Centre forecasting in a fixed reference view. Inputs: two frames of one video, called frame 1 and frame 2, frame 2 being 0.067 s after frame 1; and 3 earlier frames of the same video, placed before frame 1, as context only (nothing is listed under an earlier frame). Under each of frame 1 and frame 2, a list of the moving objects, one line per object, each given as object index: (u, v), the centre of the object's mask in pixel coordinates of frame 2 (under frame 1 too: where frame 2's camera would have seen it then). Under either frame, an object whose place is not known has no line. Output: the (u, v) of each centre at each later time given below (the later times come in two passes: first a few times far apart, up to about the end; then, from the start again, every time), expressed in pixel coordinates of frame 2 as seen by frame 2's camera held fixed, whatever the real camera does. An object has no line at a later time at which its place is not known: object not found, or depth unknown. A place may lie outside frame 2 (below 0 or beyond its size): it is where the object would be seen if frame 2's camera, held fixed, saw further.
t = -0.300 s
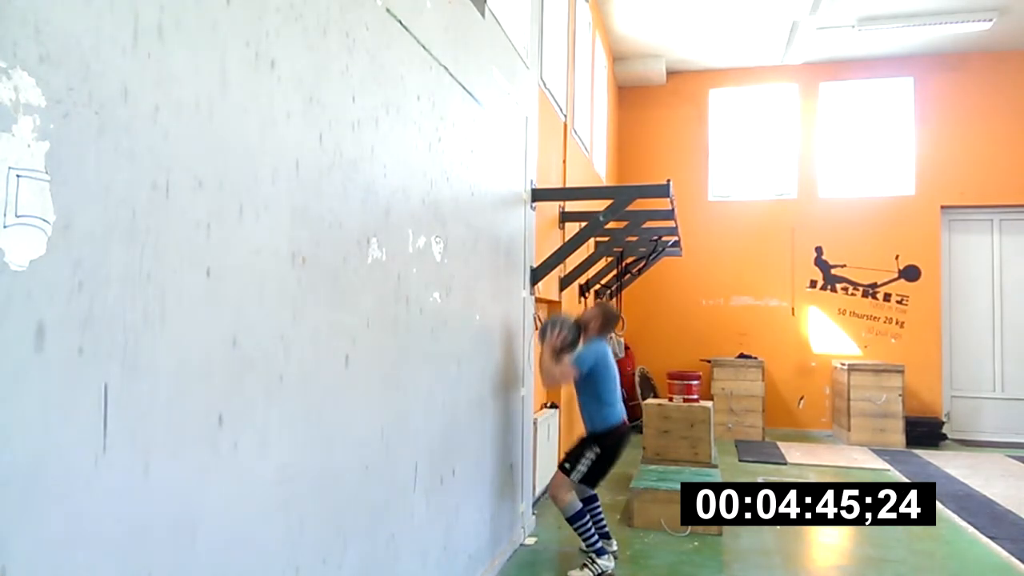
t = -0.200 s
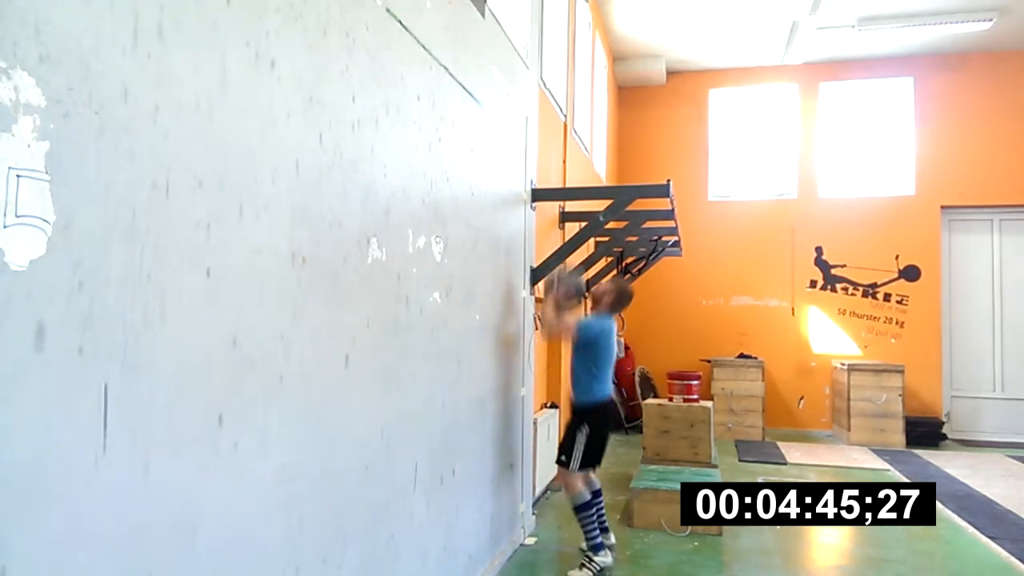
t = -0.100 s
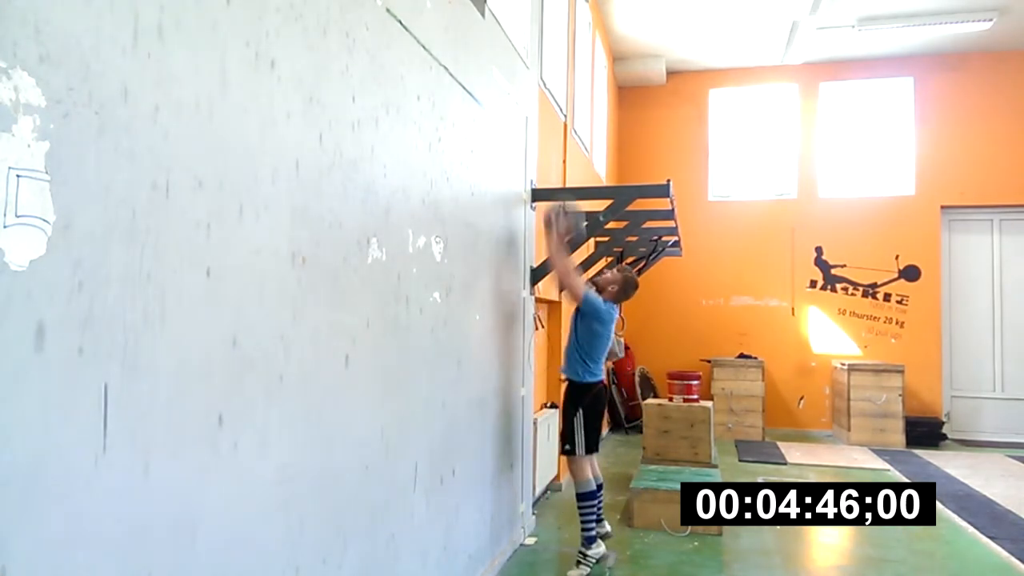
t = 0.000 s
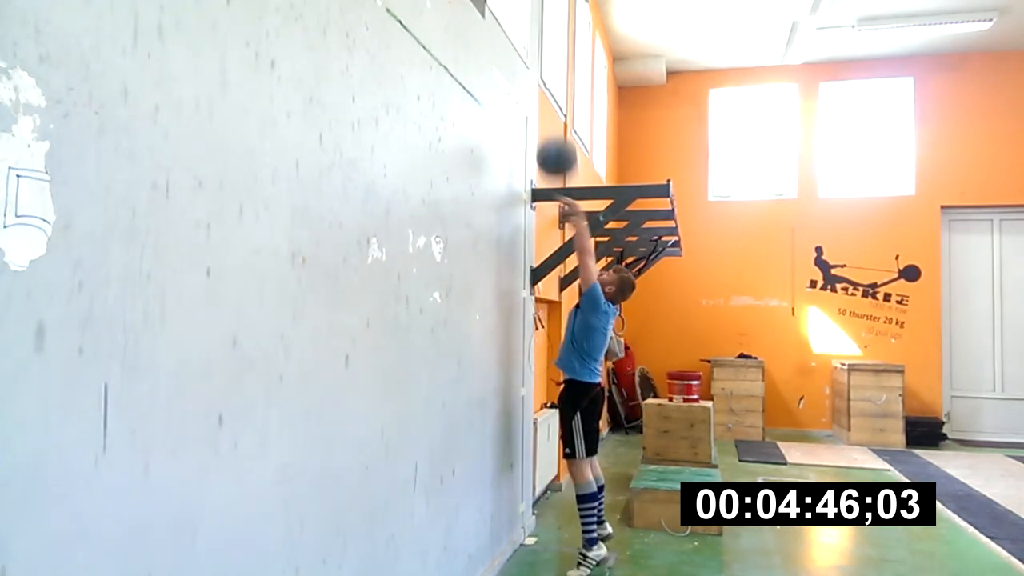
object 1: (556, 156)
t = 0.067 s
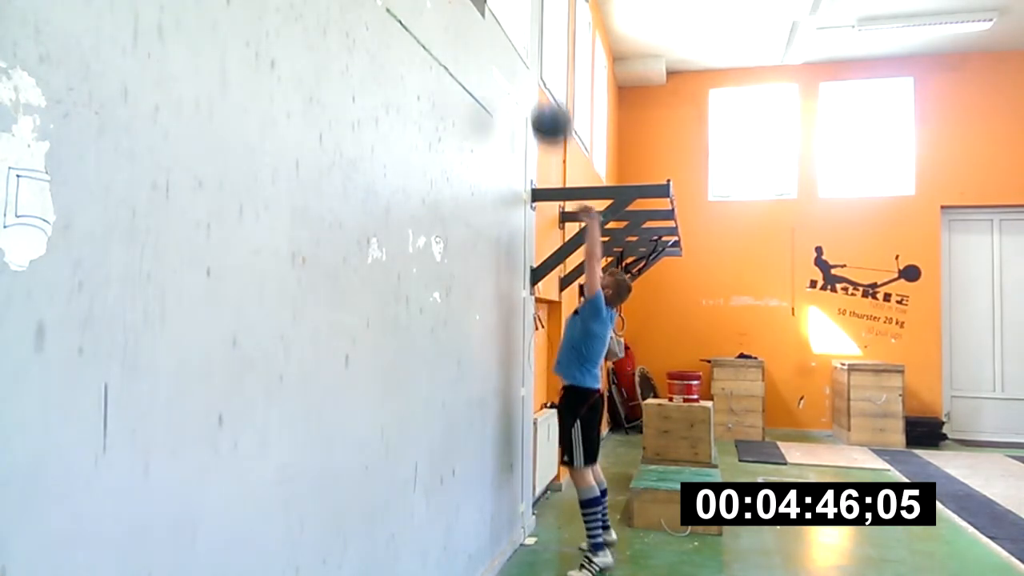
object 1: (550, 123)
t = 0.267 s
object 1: (536, 64)
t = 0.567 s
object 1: (546, 93)
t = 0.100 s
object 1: (548, 110)
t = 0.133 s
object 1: (546, 97)
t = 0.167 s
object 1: (543, 84)
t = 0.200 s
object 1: (541, 77)
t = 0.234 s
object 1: (539, 70)
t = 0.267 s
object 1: (536, 64)
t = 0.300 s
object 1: (533, 60)
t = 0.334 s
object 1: (533, 59)
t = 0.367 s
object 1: (535, 58)
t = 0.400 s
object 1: (537, 60)
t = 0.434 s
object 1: (539, 63)
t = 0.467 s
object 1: (542, 69)
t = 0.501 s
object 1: (544, 75)
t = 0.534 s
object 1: (545, 84)
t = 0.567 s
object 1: (546, 93)
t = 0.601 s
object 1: (549, 106)
